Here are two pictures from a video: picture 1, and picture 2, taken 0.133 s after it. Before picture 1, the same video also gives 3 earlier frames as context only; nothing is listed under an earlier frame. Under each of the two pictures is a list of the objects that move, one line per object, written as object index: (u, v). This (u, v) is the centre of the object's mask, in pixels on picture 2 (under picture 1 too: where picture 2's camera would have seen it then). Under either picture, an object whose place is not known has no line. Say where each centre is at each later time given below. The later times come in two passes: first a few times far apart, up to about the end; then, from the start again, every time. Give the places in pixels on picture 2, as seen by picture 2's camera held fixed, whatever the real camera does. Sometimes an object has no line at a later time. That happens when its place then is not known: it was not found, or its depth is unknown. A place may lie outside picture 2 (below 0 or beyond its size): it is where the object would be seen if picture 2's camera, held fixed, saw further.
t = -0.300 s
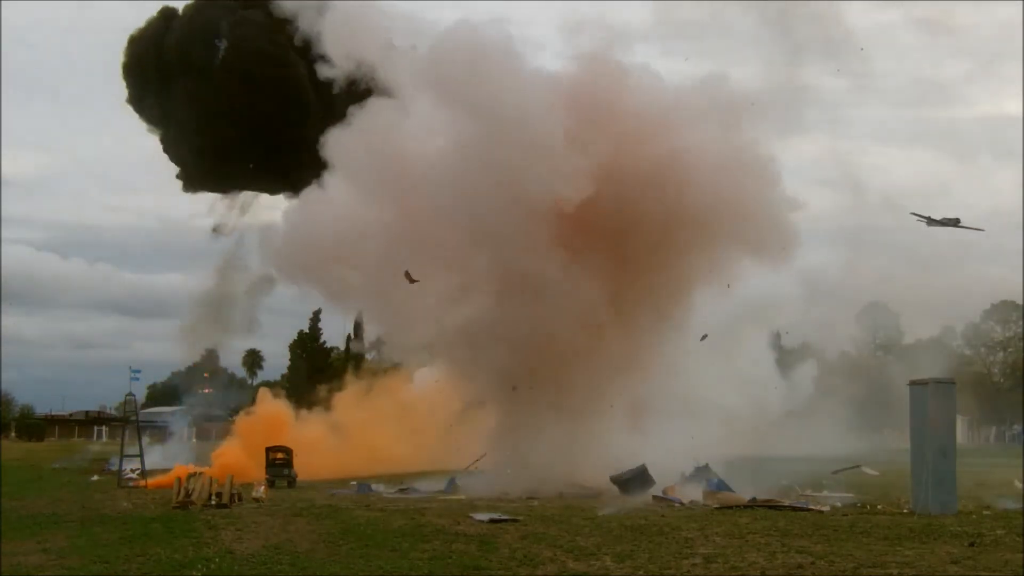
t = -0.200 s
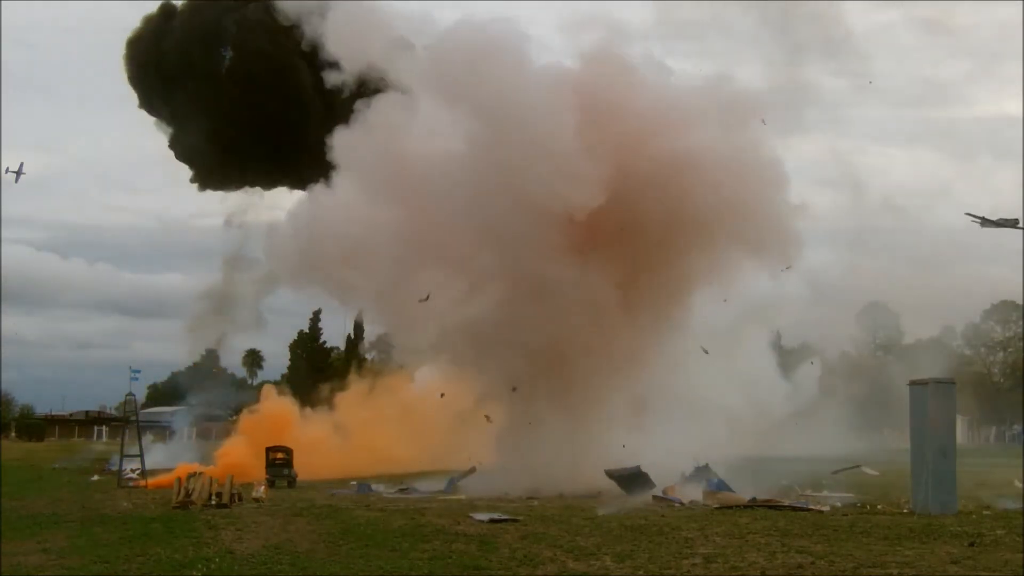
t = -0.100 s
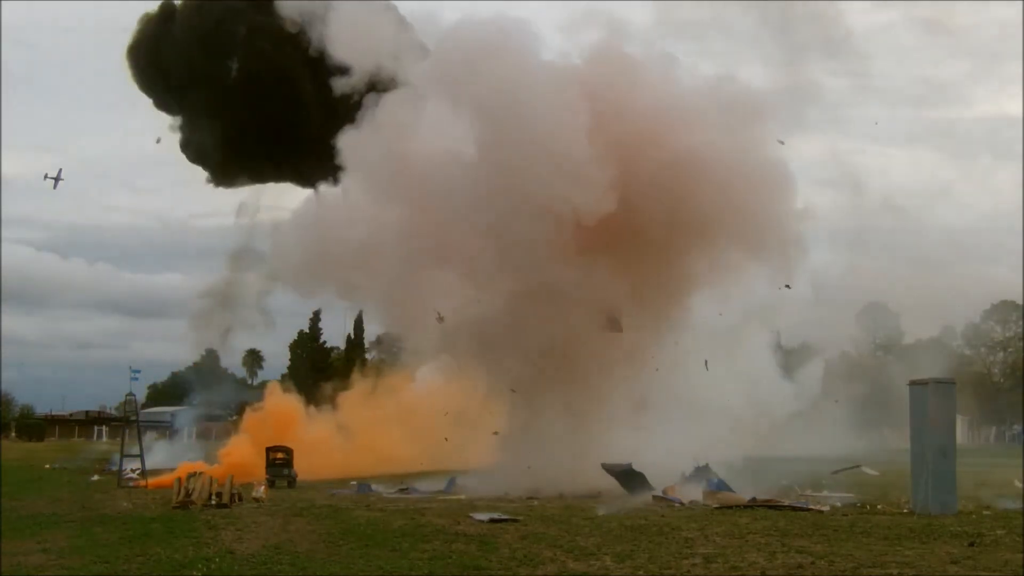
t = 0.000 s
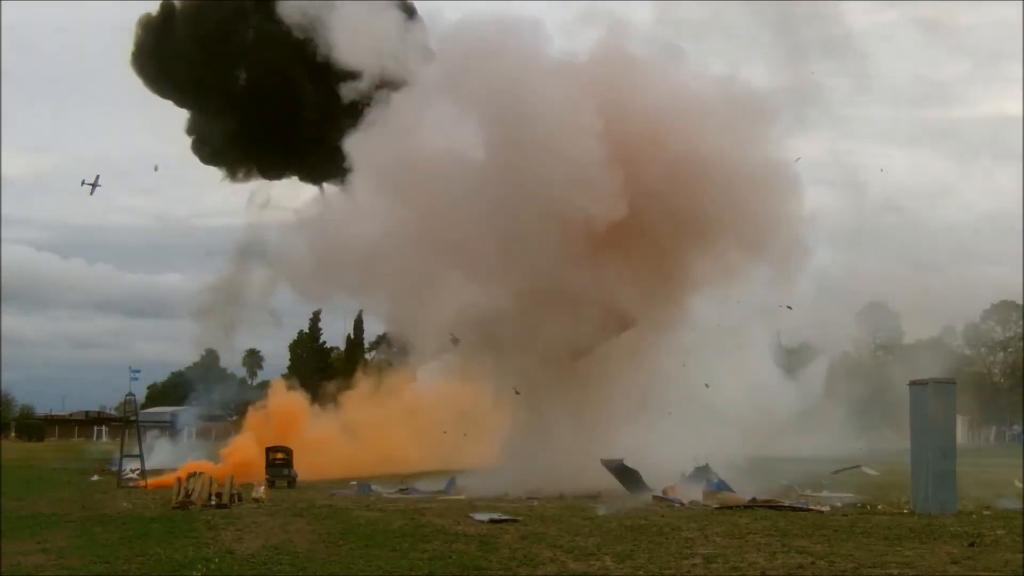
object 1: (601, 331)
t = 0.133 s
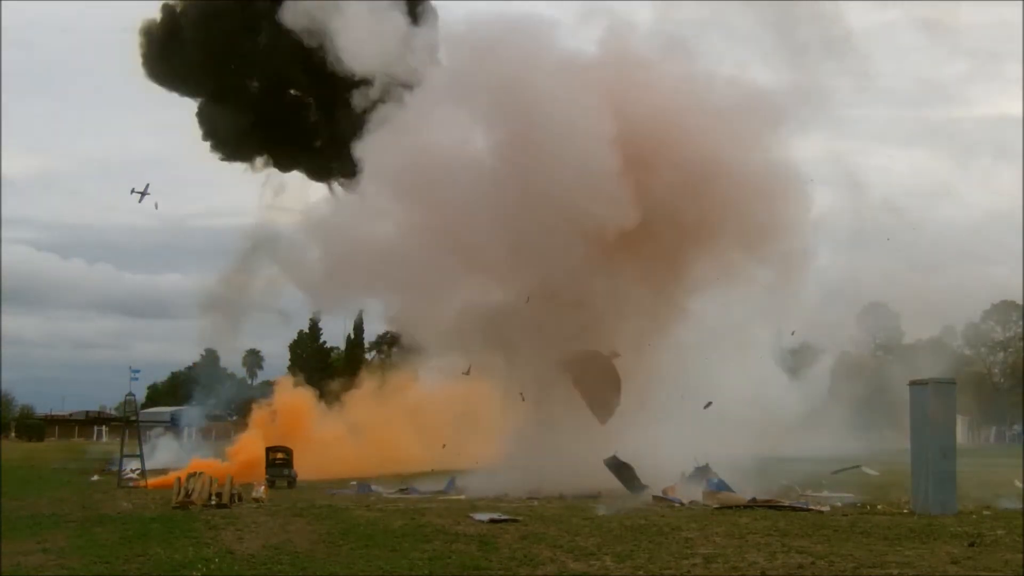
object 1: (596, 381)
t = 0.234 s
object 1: (591, 430)
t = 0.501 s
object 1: (620, 458)
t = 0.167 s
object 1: (594, 397)
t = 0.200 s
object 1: (593, 412)
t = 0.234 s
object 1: (591, 430)
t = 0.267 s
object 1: (590, 447)
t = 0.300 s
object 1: (589, 465)
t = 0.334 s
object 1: (594, 464)
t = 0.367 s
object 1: (599, 461)
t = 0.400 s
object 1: (604, 459)
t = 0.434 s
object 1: (610, 458)
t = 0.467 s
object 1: (615, 459)
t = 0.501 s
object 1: (620, 458)
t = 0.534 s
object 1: (622, 457)
